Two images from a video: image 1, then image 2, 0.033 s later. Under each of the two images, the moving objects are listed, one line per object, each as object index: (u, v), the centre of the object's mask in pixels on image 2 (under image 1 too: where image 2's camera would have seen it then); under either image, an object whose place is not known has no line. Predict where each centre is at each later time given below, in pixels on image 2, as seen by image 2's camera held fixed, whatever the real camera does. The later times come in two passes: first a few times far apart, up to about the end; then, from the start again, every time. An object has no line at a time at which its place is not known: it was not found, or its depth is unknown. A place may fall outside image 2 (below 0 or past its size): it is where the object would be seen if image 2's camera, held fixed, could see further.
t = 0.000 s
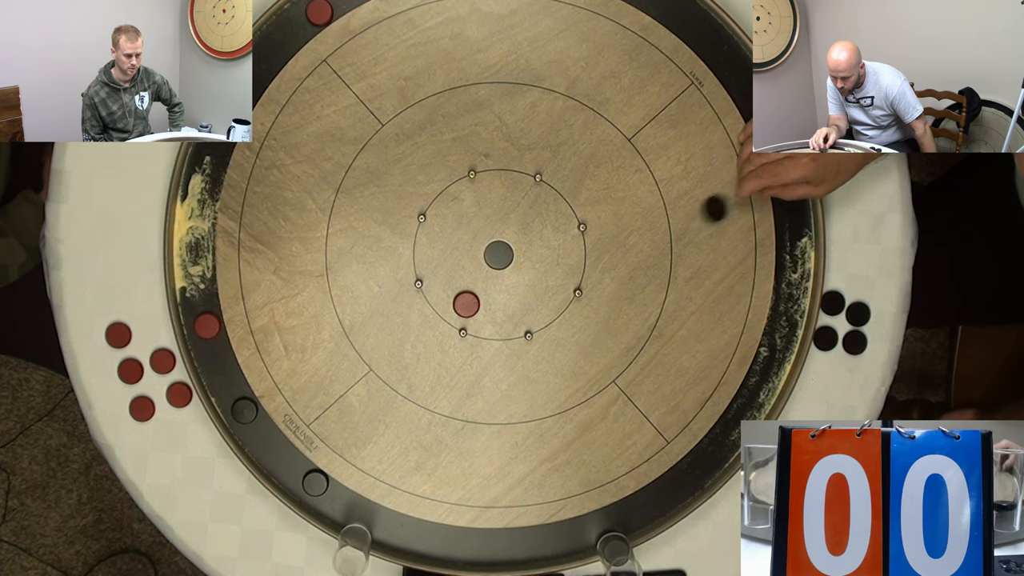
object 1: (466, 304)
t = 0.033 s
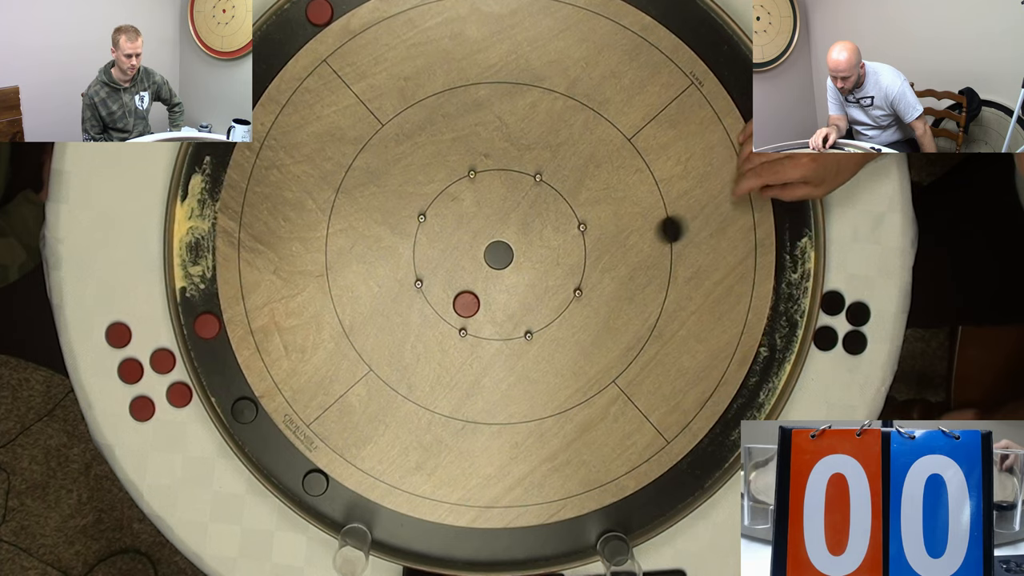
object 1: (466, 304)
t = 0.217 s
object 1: (435, 297)
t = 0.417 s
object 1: (441, 403)
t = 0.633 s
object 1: (452, 490)
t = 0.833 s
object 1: (459, 540)
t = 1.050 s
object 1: (465, 541)
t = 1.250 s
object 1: (464, 545)
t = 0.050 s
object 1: (466, 304)
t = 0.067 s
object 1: (466, 304)
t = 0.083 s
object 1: (466, 304)
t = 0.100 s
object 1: (466, 304)
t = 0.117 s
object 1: (466, 304)
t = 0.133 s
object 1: (466, 304)
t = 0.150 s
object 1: (466, 304)
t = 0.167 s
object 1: (466, 304)
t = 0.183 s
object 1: (461, 303)
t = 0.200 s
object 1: (448, 300)
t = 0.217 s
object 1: (435, 297)
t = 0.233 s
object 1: (430, 302)
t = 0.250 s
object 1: (431, 313)
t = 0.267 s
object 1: (432, 322)
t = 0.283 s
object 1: (433, 332)
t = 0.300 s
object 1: (434, 342)
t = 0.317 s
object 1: (435, 351)
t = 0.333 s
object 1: (436, 360)
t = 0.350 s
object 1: (437, 369)
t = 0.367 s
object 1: (438, 378)
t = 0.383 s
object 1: (439, 386)
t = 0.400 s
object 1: (440, 395)
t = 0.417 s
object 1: (441, 403)
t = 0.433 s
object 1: (442, 410)
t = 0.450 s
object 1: (443, 418)
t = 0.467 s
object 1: (444, 425)
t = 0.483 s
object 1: (445, 433)
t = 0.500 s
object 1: (446, 440)
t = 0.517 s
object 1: (447, 447)
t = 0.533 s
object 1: (448, 454)
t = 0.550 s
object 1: (448, 460)
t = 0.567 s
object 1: (449, 466)
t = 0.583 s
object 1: (450, 472)
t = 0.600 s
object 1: (451, 478)
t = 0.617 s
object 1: (452, 485)
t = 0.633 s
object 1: (452, 490)
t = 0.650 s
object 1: (453, 495)
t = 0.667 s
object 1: (454, 501)
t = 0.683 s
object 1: (455, 506)
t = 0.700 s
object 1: (455, 510)
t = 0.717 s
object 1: (456, 515)
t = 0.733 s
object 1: (456, 519)
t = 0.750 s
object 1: (457, 523)
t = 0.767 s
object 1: (457, 527)
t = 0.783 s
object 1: (458, 530)
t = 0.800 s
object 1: (458, 534)
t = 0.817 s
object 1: (458, 537)
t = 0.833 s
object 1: (459, 540)
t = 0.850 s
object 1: (459, 543)
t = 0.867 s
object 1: (459, 548)
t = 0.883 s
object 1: (460, 551)
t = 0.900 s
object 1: (460, 550)
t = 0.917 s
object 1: (461, 548)
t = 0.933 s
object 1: (462, 546)
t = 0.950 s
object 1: (463, 544)
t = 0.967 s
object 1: (463, 541)
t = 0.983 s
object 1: (464, 540)
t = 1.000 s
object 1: (465, 539)
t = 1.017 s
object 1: (465, 539)
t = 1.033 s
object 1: (465, 540)
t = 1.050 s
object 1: (465, 541)
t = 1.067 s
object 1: (464, 541)
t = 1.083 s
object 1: (464, 542)
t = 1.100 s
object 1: (464, 543)
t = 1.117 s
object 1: (464, 544)
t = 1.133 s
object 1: (464, 544)
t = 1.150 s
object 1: (464, 545)
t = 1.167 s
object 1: (464, 545)
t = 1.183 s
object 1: (464, 545)
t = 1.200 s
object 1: (464, 545)
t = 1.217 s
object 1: (464, 545)
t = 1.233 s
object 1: (464, 545)
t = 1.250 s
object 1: (464, 545)
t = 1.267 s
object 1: (464, 545)
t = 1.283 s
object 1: (464, 545)
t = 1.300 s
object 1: (464, 545)
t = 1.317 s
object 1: (464, 545)
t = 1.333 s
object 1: (464, 545)
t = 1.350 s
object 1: (464, 545)
